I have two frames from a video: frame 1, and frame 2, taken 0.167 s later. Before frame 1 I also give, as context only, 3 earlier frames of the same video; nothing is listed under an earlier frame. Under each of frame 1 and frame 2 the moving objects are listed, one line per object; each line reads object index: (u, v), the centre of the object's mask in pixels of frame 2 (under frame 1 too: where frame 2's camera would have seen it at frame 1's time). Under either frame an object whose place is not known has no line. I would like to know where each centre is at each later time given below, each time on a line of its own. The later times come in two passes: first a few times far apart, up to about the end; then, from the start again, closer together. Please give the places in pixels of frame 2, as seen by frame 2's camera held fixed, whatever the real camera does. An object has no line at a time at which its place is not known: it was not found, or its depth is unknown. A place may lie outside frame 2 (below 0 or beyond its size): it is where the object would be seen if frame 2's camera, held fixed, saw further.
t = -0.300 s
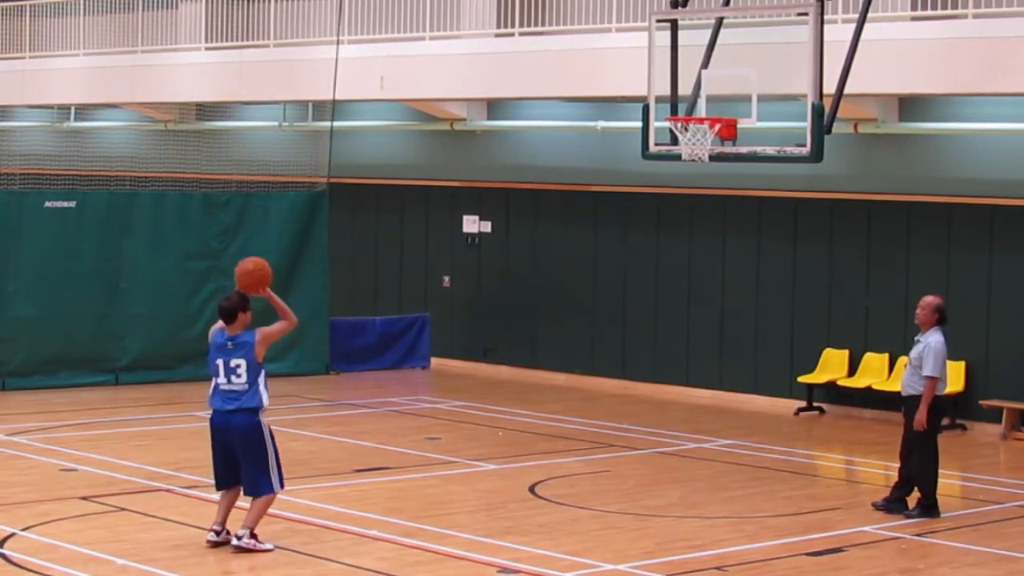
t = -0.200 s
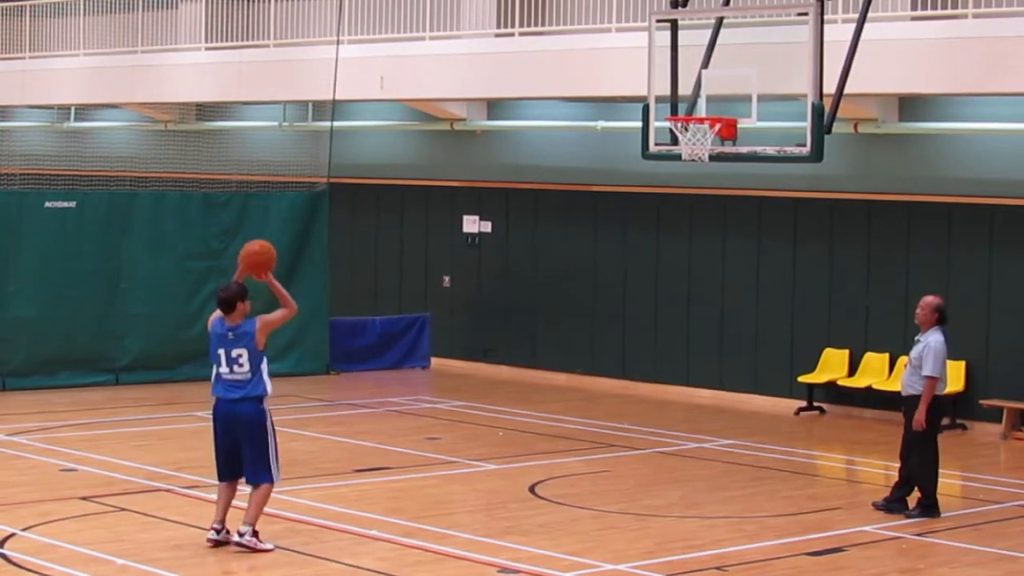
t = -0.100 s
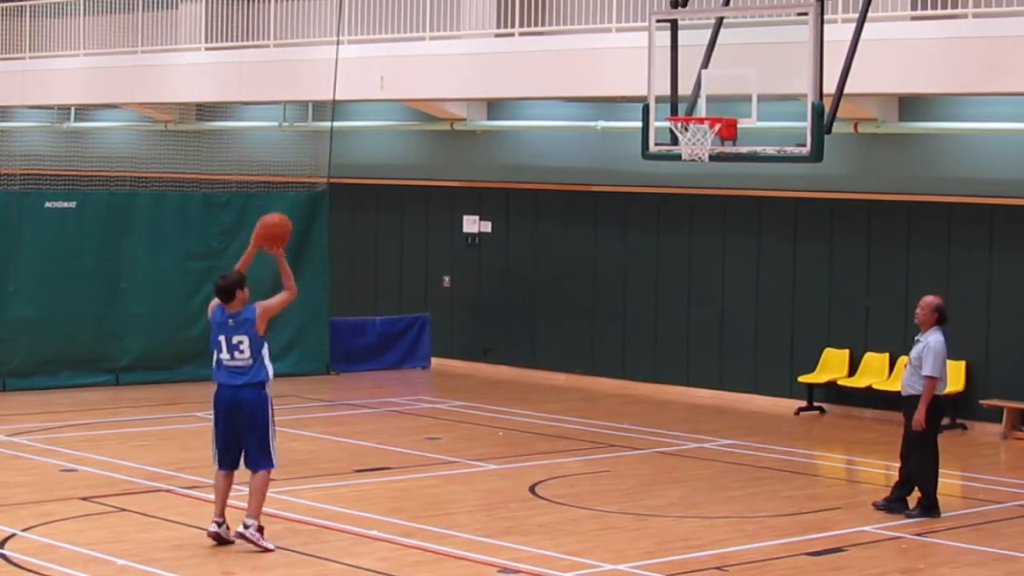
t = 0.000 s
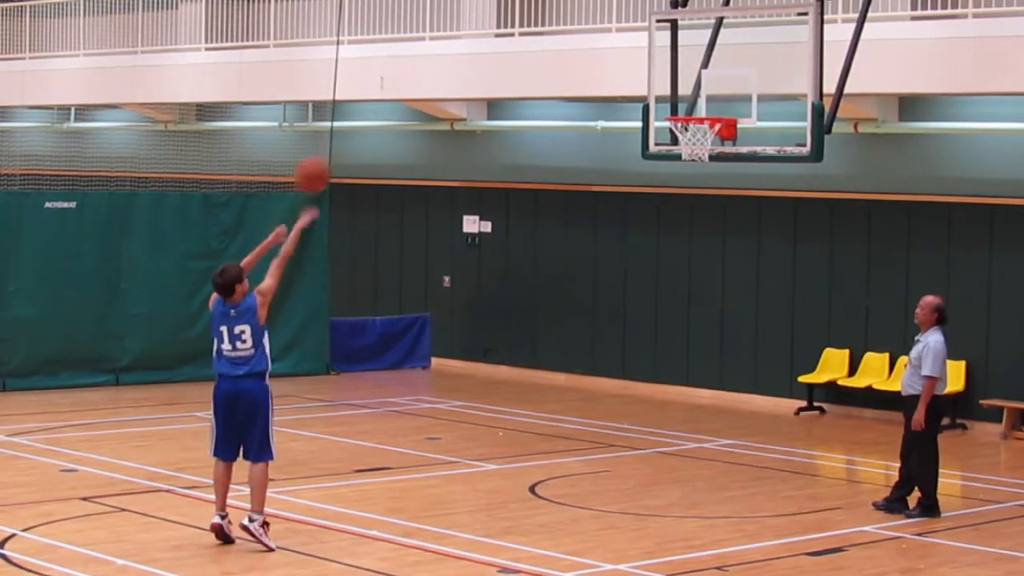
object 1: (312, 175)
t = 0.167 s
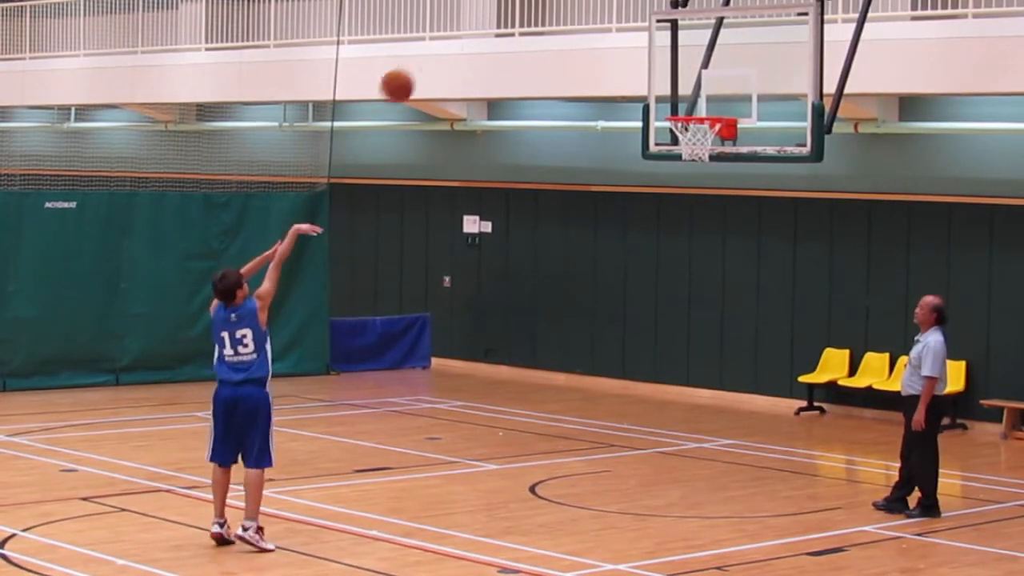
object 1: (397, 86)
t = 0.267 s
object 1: (444, 53)
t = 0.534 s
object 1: (561, 33)
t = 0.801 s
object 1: (665, 101)
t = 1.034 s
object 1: (702, 84)
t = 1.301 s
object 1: (695, 106)
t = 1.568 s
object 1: (692, 139)
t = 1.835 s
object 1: (701, 188)
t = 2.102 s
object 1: (699, 312)
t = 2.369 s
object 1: (697, 448)
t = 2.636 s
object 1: (701, 322)
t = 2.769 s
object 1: (702, 291)
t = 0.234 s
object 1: (429, 62)
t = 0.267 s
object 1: (444, 53)
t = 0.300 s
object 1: (460, 45)
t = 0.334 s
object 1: (475, 39)
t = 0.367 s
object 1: (489, 34)
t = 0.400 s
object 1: (504, 31)
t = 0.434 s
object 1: (519, 29)
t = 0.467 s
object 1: (533, 29)
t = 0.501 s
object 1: (547, 30)
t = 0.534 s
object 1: (561, 33)
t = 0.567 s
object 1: (575, 37)
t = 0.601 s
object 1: (588, 42)
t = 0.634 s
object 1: (601, 49)
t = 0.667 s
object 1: (614, 56)
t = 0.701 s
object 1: (627, 66)
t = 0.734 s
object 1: (640, 76)
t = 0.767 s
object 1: (653, 88)
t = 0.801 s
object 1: (665, 101)
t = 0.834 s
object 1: (671, 100)
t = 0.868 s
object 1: (676, 94)
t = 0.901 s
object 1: (682, 89)
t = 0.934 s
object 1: (686, 86)
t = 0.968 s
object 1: (692, 84)
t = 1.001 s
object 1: (697, 83)
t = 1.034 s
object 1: (702, 84)
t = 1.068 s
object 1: (707, 86)
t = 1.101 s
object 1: (712, 89)
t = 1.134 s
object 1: (714, 92)
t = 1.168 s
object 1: (712, 93)
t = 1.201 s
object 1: (708, 95)
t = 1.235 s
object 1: (704, 98)
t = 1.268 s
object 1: (699, 103)
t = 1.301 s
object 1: (695, 106)
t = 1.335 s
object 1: (691, 110)
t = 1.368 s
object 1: (688, 123)
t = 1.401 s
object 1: (683, 133)
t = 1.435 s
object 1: (683, 134)
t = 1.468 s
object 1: (684, 134)
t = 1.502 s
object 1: (686, 134)
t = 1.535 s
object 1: (689, 135)
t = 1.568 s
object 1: (692, 139)
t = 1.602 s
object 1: (696, 143)
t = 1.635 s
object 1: (698, 144)
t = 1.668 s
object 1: (701, 151)
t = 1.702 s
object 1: (702, 162)
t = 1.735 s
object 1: (702, 166)
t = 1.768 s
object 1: (701, 170)
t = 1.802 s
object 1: (701, 176)
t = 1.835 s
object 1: (701, 188)
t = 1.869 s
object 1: (701, 200)
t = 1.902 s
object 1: (700, 211)
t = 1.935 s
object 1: (700, 224)
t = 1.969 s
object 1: (700, 240)
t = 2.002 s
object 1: (700, 256)
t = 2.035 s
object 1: (700, 274)
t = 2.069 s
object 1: (699, 291)
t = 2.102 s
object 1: (699, 312)
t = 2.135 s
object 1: (699, 333)
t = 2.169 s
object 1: (698, 355)
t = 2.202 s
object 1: (699, 376)
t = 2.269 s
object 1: (698, 432)
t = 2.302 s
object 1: (697, 458)
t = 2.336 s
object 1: (696, 469)
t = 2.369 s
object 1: (697, 448)
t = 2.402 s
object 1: (697, 429)
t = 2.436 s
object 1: (698, 409)
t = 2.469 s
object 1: (698, 390)
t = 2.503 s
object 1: (699, 373)
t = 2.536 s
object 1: (699, 359)
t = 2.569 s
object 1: (700, 345)
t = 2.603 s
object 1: (700, 333)
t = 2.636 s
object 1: (701, 322)
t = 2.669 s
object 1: (701, 312)
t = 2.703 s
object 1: (702, 304)
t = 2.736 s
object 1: (702, 297)
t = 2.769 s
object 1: (702, 291)
